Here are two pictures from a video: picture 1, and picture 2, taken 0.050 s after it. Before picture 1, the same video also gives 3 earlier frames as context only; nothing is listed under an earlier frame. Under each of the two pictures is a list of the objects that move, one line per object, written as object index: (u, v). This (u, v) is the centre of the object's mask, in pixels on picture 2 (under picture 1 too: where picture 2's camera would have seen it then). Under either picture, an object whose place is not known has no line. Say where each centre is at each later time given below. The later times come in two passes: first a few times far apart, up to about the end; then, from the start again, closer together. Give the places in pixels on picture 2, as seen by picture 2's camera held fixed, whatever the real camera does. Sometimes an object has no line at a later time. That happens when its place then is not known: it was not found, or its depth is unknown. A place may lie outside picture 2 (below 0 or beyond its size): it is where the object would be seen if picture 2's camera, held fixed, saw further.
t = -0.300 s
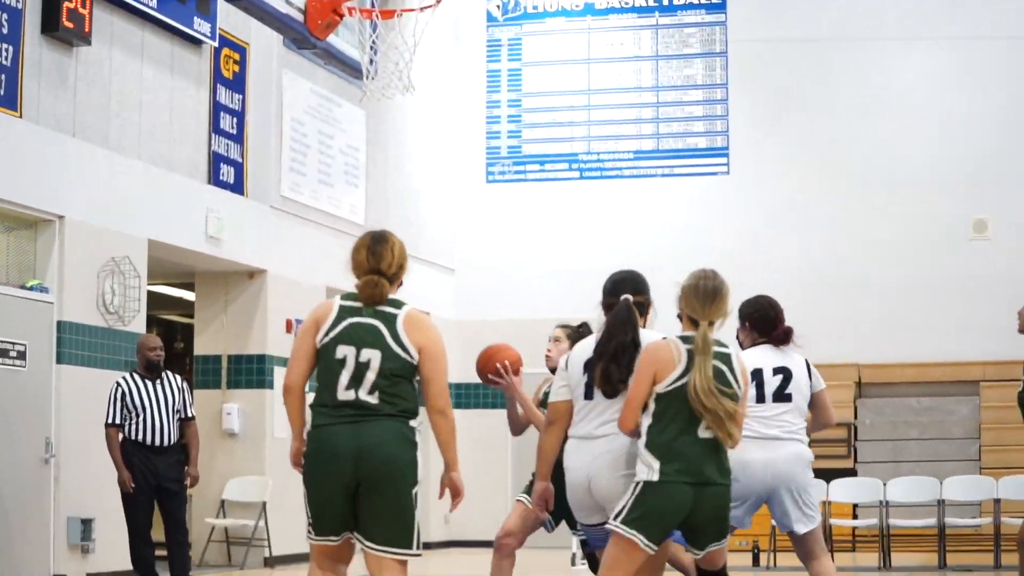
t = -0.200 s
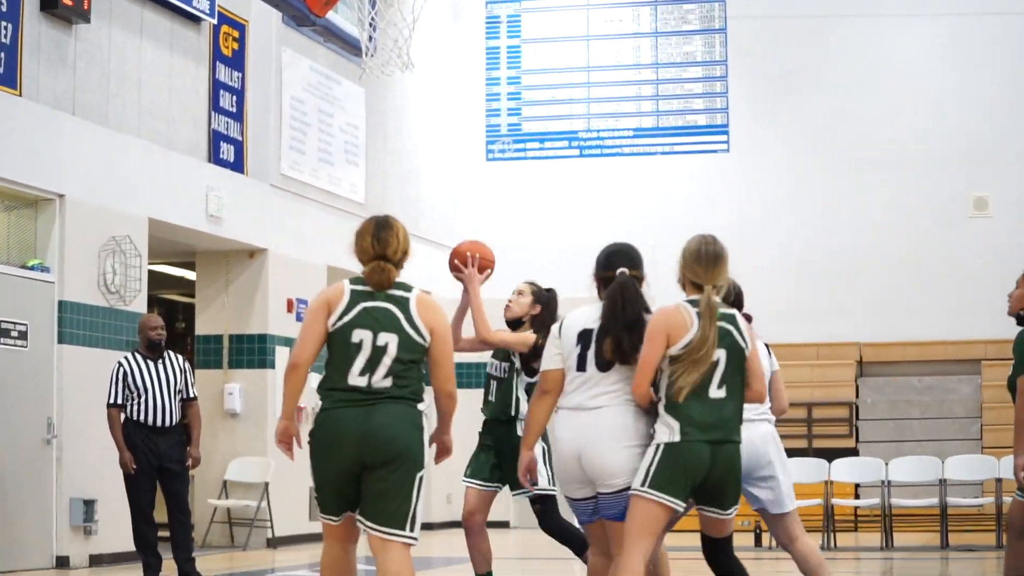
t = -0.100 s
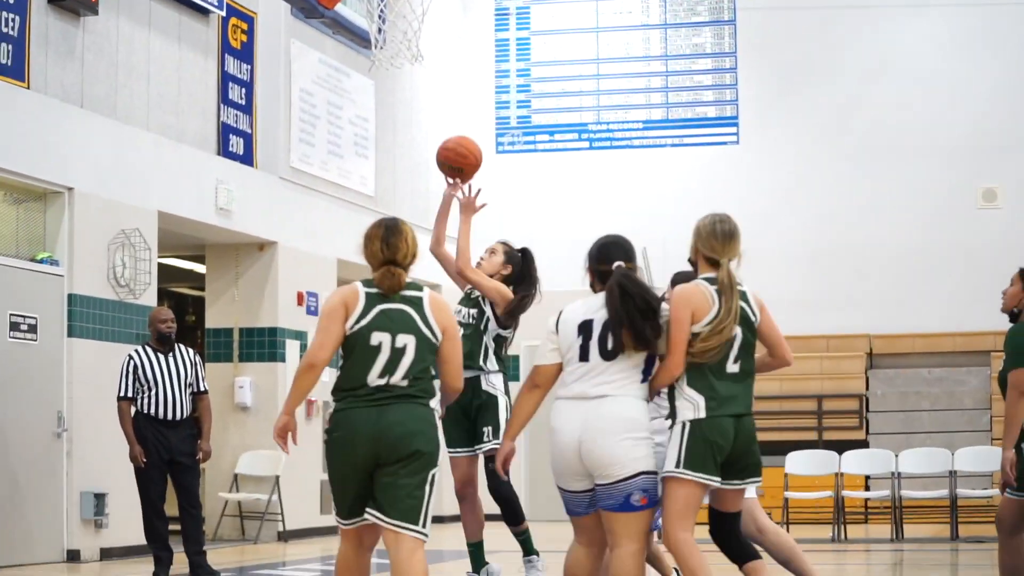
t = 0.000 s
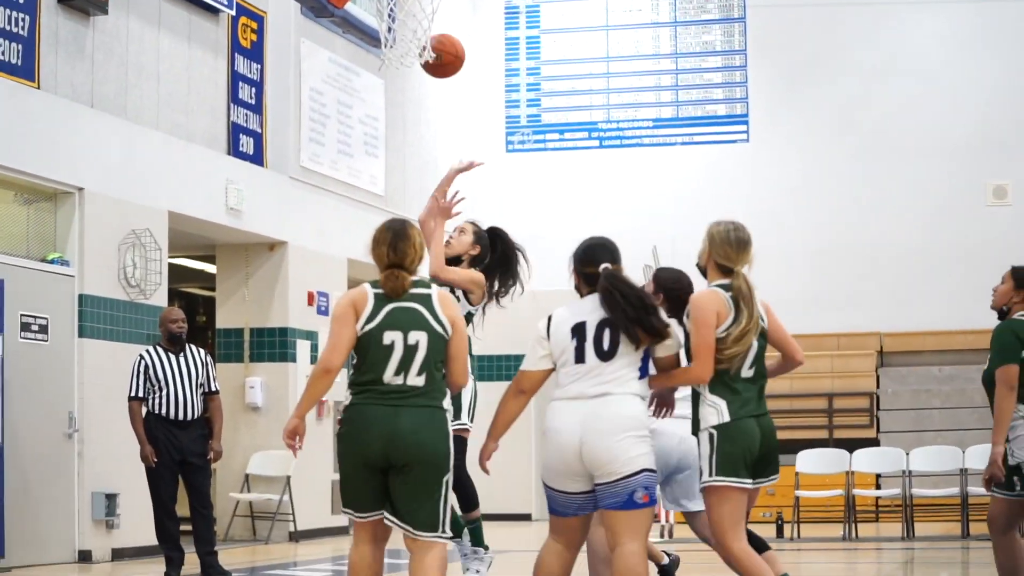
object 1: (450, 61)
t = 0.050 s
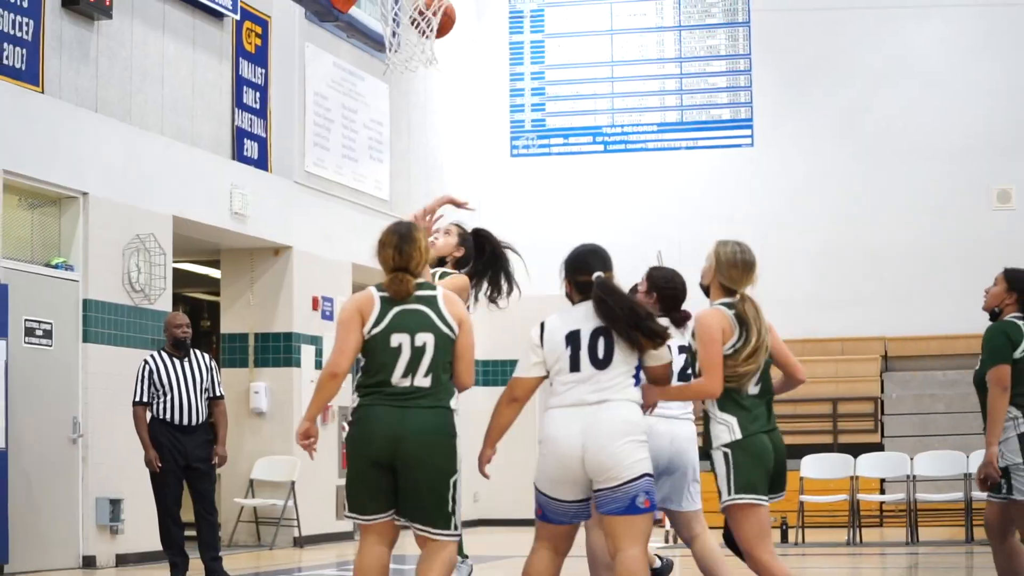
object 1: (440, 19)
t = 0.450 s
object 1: (404, -135)
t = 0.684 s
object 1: (435, -58)
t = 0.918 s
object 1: (374, 13)
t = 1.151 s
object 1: (383, 53)
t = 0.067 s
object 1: (428, 10)
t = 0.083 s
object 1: (425, 1)
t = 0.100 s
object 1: (421, -8)
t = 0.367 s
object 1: (392, -123)
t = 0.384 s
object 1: (395, -127)
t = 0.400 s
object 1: (397, -130)
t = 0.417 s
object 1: (399, -133)
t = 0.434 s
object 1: (401, -134)
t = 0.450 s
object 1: (404, -135)
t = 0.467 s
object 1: (405, -135)
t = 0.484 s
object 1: (408, -134)
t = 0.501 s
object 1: (410, -131)
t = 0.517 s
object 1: (412, -128)
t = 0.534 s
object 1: (414, -124)
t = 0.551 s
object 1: (416, -119)
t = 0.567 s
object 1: (418, -113)
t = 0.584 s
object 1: (421, -107)
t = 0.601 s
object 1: (423, -101)
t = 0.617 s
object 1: (425, -94)
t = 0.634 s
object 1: (427, -85)
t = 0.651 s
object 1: (430, -76)
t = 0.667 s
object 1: (432, -67)
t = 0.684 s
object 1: (435, -58)
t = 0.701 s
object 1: (436, -47)
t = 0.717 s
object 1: (433, -40)
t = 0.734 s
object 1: (425, -34)
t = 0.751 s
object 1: (419, -27)
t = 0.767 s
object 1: (411, -18)
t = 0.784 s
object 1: (405, -12)
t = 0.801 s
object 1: (398, -4)
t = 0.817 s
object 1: (391, 5)
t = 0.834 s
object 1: (386, 10)
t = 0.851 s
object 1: (382, 14)
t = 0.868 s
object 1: (379, 16)
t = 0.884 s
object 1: (377, 15)
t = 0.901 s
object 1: (375, 16)
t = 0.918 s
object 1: (374, 13)
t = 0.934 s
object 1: (373, 14)
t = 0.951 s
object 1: (373, 14)
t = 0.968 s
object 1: (372, 15)
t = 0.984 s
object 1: (371, 16)
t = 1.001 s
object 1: (373, 20)
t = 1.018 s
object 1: (374, 22)
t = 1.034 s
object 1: (375, 24)
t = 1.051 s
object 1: (375, 27)
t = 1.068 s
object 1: (377, 30)
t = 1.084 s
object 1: (377, 34)
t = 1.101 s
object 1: (379, 38)
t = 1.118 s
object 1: (380, 43)
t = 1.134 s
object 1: (381, 47)
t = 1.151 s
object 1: (383, 53)
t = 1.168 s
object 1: (385, 59)
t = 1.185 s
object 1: (388, 65)
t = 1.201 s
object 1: (391, 72)
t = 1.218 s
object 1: (393, 81)
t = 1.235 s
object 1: (396, 87)
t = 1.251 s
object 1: (397, 95)
